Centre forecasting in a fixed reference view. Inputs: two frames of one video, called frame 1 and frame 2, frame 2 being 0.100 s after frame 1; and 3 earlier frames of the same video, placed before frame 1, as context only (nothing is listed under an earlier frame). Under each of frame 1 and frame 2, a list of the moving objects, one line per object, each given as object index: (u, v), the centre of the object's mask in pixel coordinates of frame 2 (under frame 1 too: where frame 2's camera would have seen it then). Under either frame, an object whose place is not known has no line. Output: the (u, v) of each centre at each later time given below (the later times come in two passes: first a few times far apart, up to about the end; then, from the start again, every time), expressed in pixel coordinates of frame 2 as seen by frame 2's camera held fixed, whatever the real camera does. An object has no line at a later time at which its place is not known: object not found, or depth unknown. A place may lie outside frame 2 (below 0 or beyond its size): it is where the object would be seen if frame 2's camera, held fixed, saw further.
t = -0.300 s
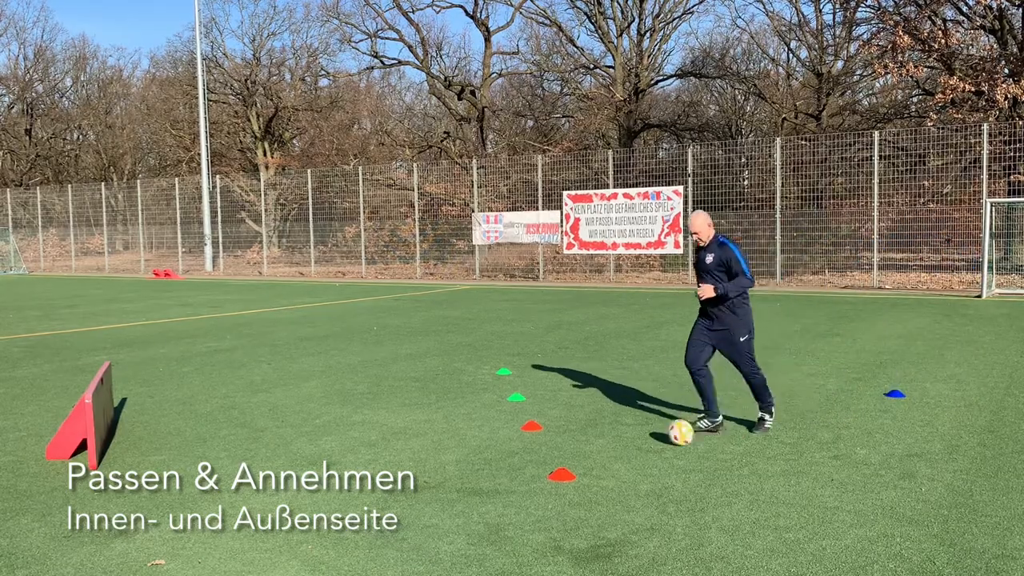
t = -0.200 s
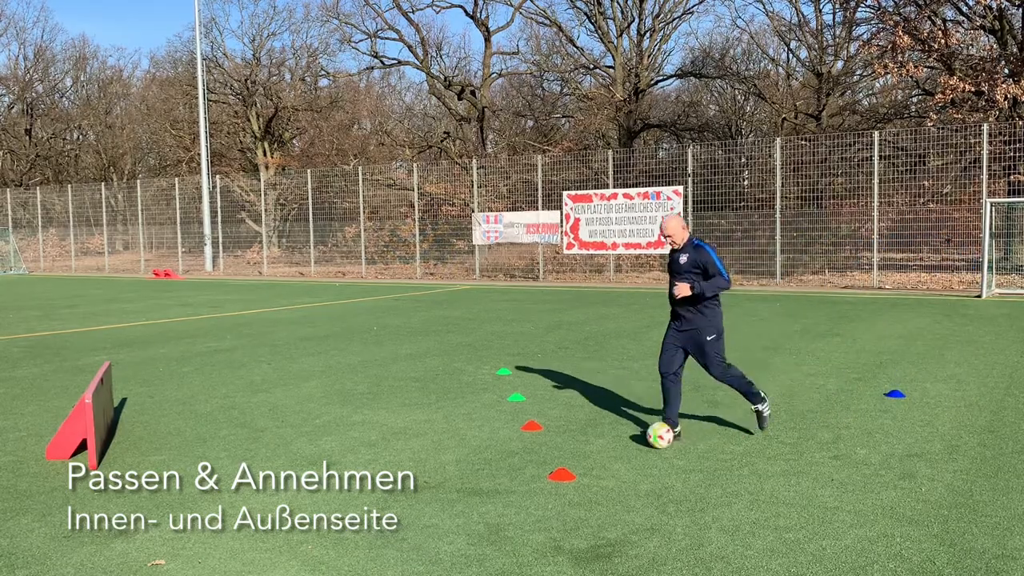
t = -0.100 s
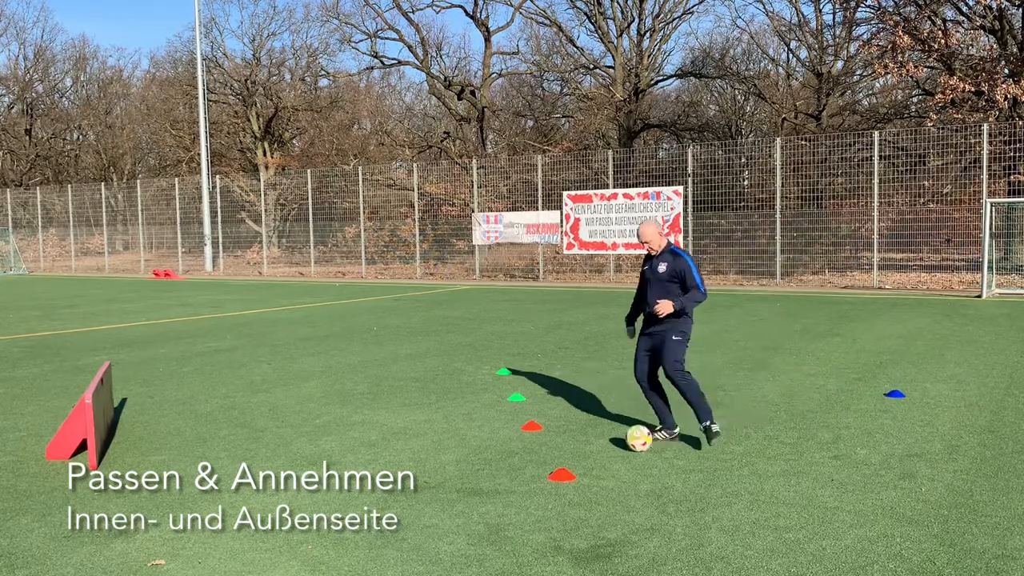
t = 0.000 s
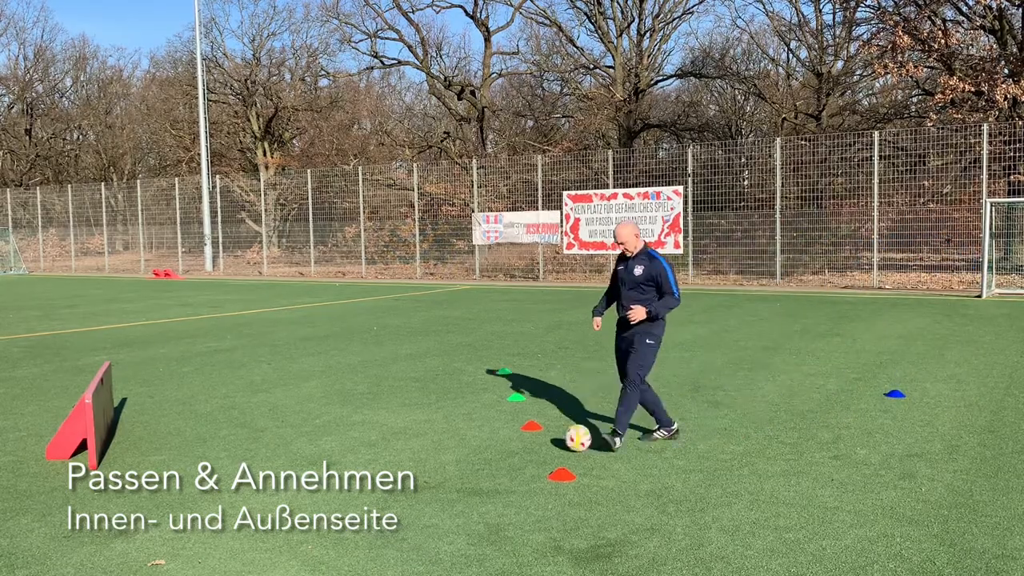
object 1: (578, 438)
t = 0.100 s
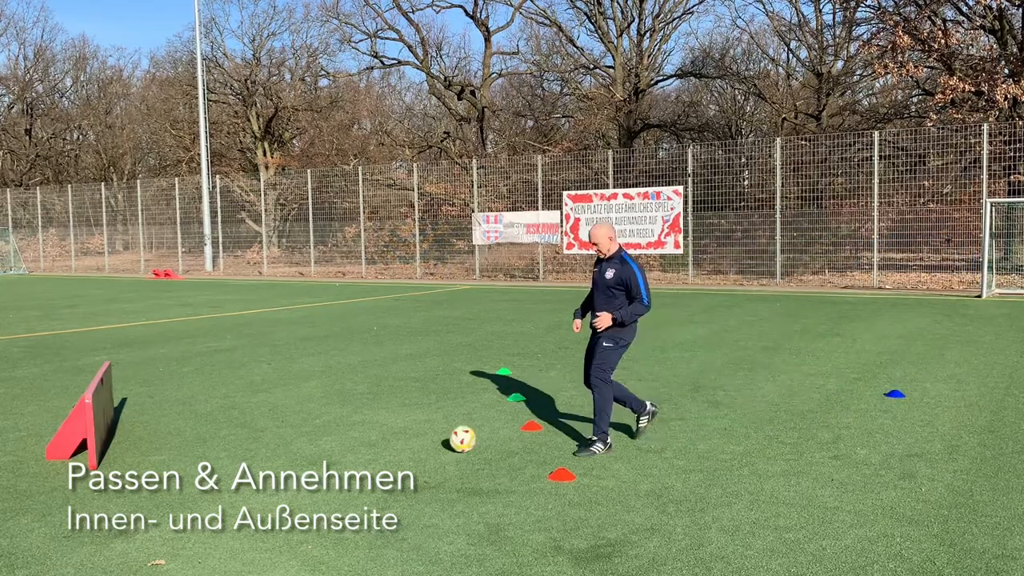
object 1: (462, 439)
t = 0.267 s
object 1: (288, 440)
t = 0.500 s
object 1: (133, 432)
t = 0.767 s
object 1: (268, 417)
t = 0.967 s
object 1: (325, 404)
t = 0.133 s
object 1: (425, 439)
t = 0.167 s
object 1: (389, 439)
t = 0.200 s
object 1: (354, 440)
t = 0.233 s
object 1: (320, 440)
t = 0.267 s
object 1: (288, 440)
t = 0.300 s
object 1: (256, 441)
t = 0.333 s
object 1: (225, 441)
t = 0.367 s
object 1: (194, 441)
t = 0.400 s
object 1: (166, 441)
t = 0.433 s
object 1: (138, 441)
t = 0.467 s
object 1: (115, 440)
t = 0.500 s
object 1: (133, 432)
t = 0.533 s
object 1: (151, 424)
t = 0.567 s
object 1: (168, 420)
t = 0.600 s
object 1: (186, 415)
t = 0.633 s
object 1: (203, 413)
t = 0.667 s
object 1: (220, 413)
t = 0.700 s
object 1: (237, 413)
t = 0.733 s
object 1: (252, 415)
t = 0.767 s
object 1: (268, 417)
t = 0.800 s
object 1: (278, 413)
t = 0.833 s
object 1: (288, 409)
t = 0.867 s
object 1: (298, 406)
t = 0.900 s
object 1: (307, 404)
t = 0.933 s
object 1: (316, 404)
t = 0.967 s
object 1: (325, 404)
